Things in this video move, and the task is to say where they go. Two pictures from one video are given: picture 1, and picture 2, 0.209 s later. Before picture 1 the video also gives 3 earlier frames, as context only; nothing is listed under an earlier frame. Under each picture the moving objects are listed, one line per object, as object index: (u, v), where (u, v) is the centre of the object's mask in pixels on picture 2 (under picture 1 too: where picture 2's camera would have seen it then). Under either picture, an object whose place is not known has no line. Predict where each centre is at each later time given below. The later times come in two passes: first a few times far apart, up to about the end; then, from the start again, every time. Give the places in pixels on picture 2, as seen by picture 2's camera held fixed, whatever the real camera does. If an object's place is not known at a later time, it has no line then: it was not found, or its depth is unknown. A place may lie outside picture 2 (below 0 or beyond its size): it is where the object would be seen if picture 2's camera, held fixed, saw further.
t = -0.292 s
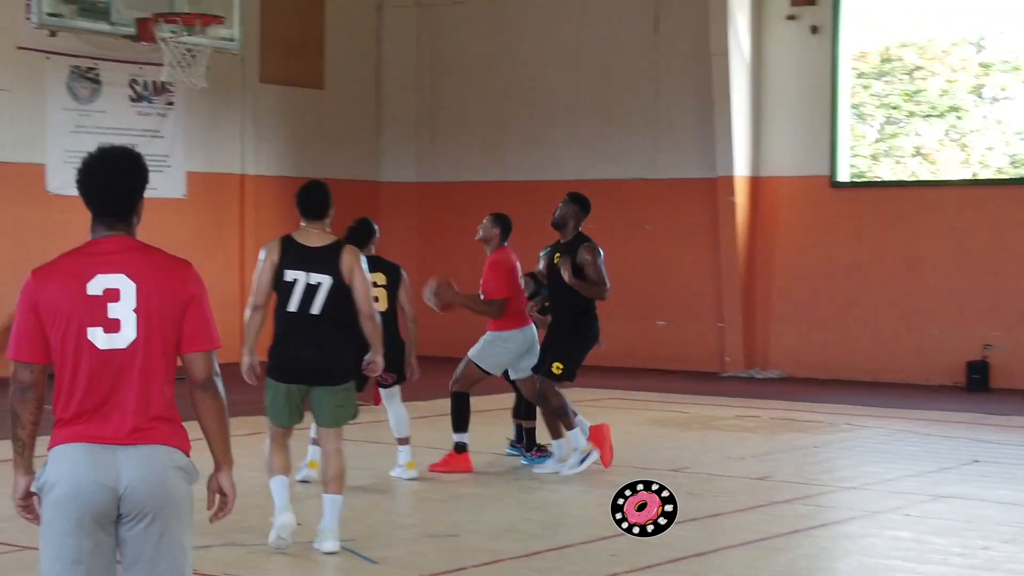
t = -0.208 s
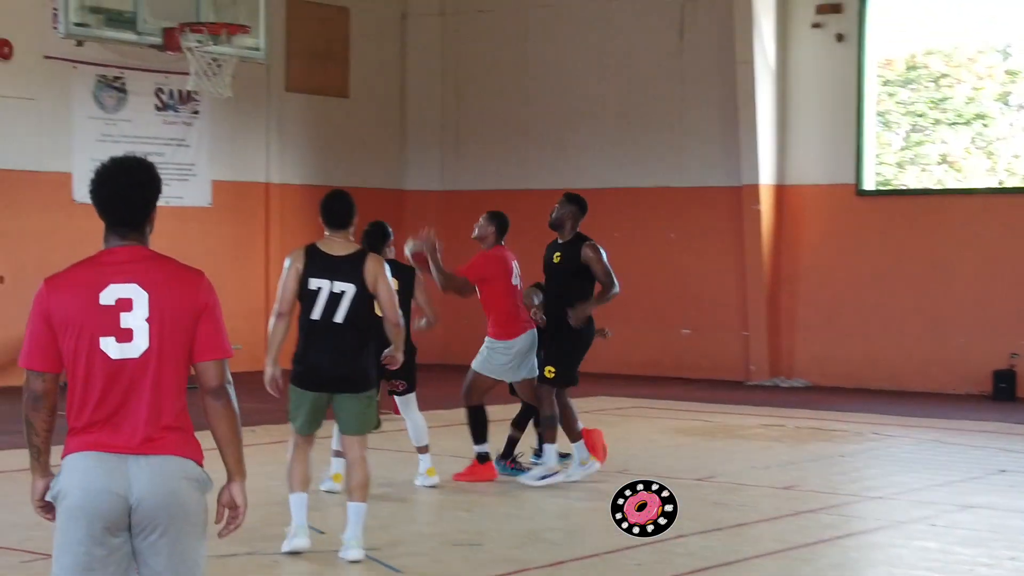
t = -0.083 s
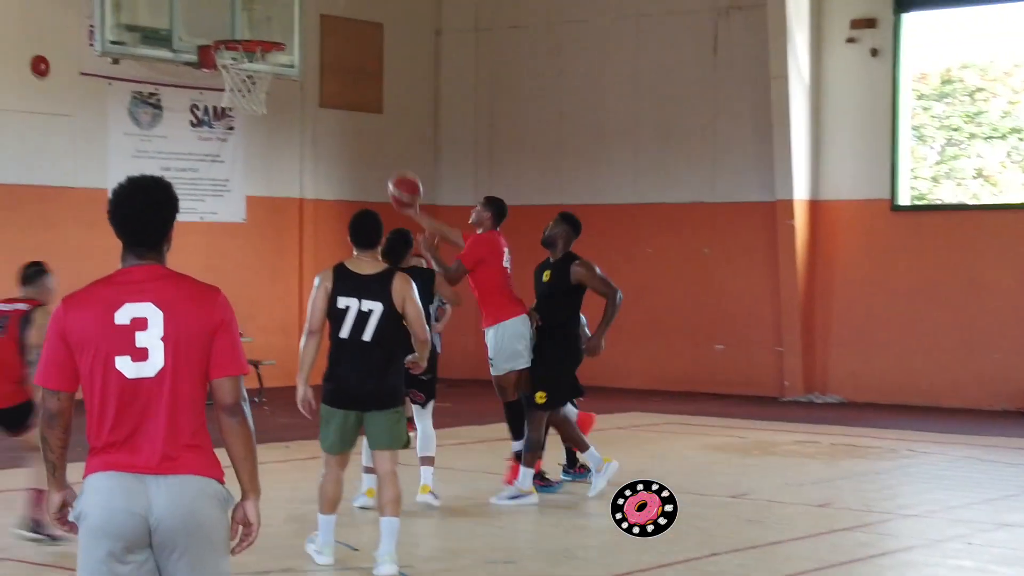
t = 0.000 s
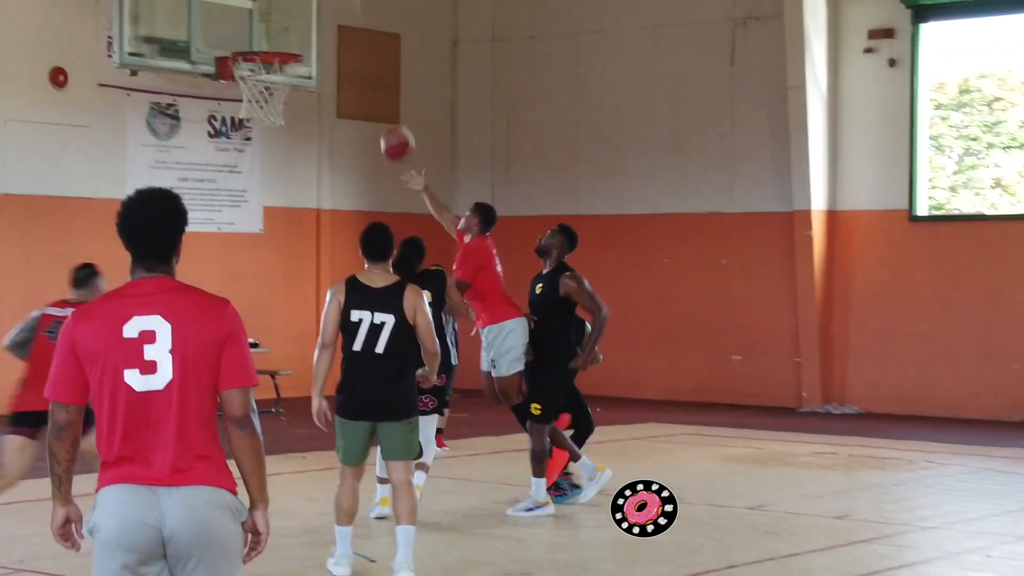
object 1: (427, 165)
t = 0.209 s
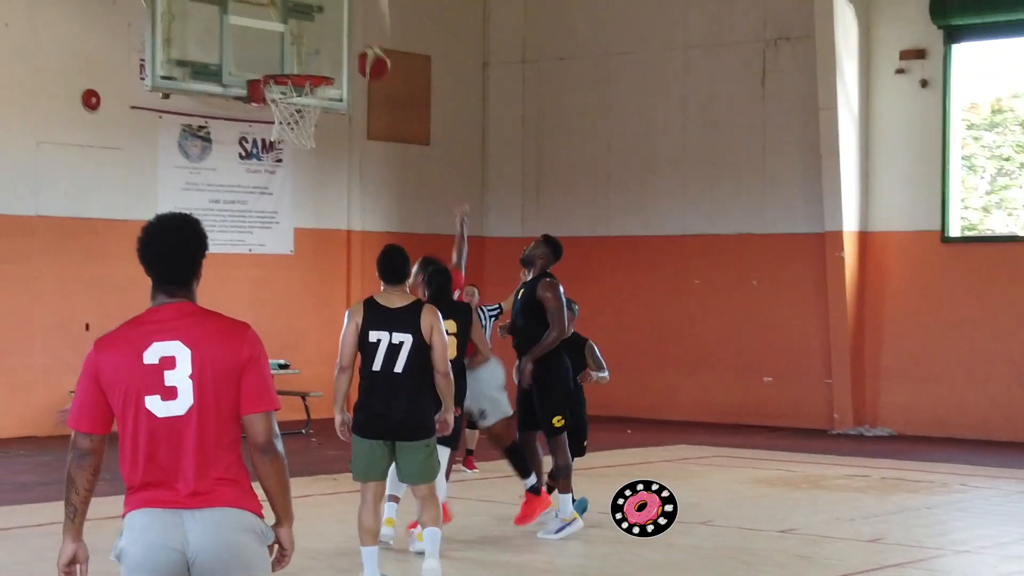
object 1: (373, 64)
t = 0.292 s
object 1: (349, 35)
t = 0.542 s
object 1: (292, 4)
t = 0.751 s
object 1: (284, 25)
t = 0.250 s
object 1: (359, 46)
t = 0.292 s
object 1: (349, 35)
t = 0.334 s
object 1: (335, 23)
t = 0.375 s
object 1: (325, 18)
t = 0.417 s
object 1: (312, 11)
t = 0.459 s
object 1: (302, 10)
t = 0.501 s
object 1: (293, 6)
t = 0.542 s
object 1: (292, 4)
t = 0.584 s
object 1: (291, 3)
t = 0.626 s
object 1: (290, 4)
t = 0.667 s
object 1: (287, 9)
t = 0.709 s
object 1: (286, 14)
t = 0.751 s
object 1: (284, 25)
